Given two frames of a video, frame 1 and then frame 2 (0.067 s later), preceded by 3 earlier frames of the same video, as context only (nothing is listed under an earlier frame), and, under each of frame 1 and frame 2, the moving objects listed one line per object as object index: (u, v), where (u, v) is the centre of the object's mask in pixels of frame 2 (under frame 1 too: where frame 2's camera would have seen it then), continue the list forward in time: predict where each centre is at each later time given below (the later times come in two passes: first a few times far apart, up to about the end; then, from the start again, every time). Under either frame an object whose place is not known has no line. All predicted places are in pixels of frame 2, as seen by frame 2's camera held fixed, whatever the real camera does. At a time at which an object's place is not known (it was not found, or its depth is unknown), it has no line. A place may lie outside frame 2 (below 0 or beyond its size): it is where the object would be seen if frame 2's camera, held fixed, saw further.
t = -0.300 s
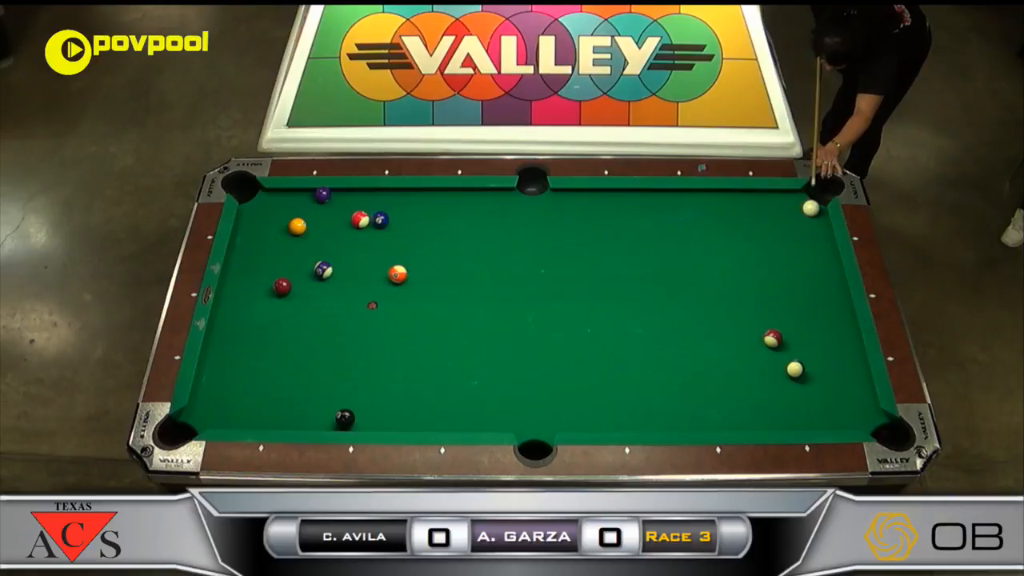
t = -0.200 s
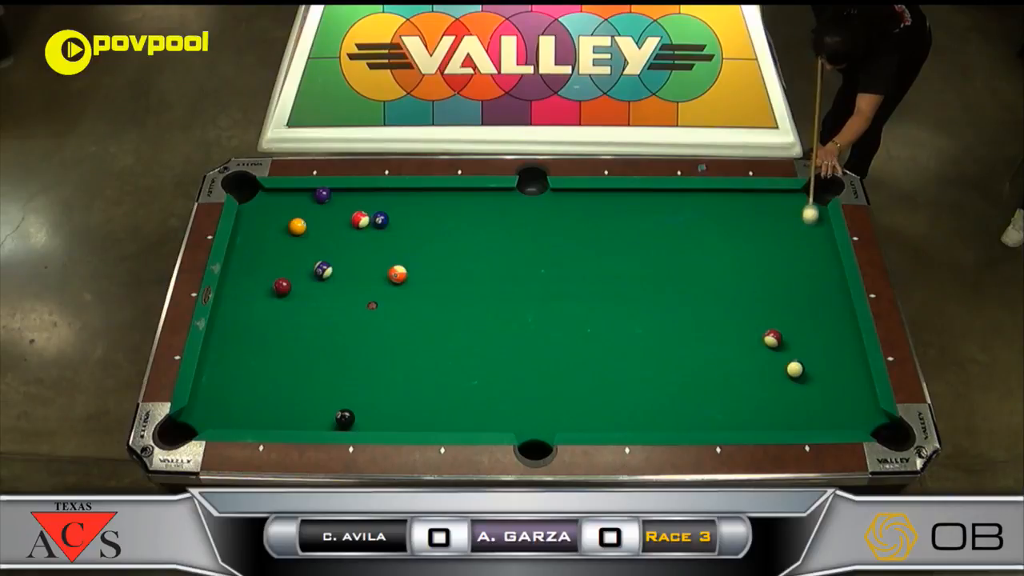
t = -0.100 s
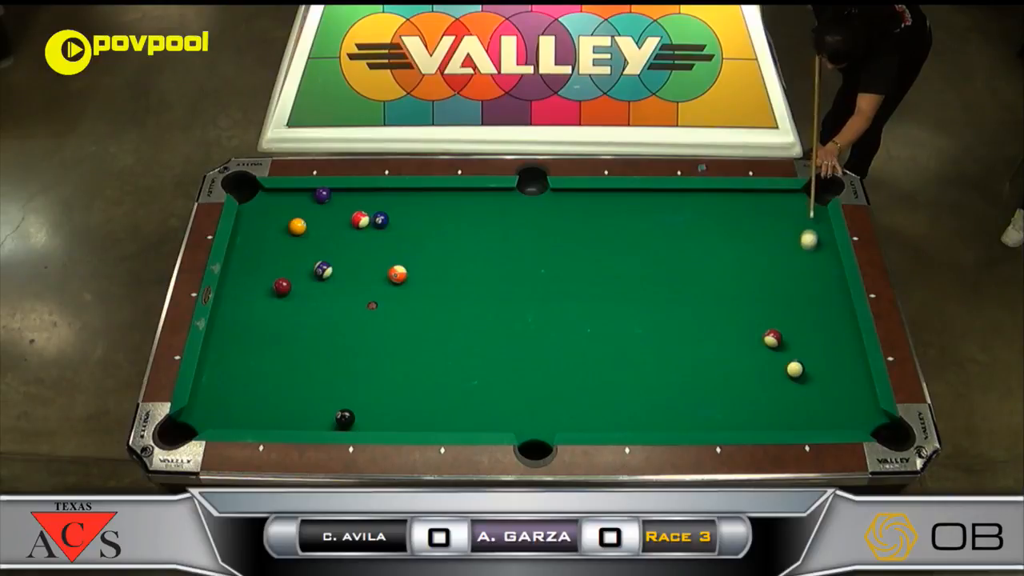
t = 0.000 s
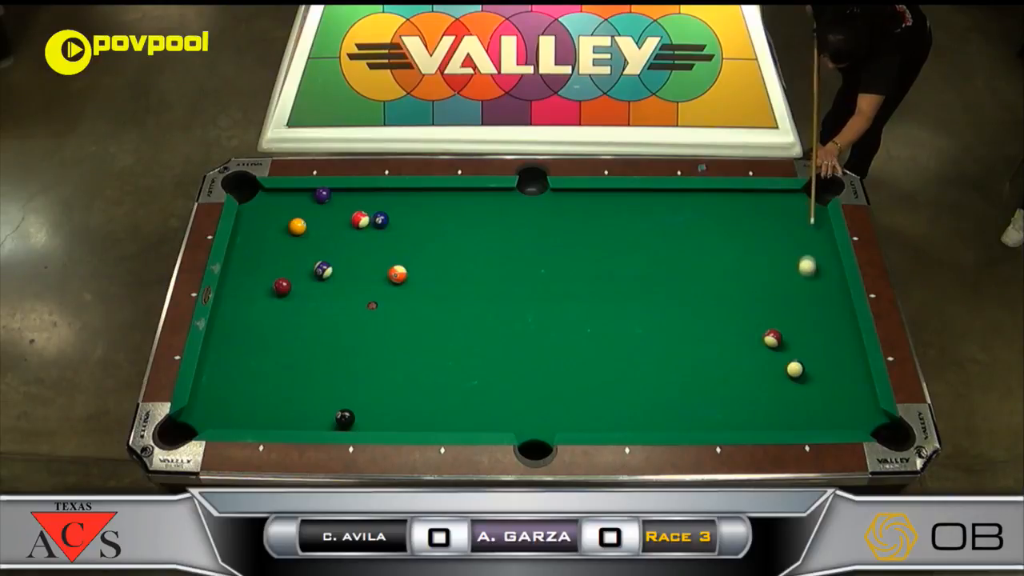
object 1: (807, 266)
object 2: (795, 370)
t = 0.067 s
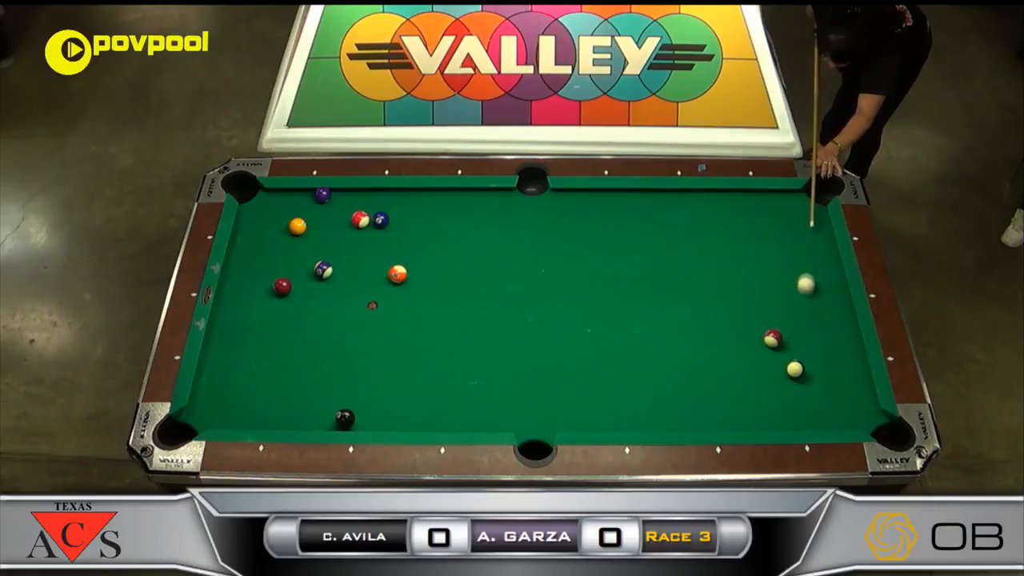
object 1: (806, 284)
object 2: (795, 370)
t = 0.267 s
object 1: (802, 341)
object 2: (795, 370)
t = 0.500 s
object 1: (812, 370)
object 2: (780, 410)
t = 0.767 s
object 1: (825, 395)
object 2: (760, 408)
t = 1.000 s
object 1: (836, 416)
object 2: (744, 386)
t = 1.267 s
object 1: (841, 415)
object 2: (728, 365)
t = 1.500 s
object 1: (841, 404)
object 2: (715, 347)
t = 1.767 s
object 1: (840, 393)
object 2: (701, 329)
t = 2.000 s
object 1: (840, 385)
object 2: (690, 315)
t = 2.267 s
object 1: (839, 378)
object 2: (678, 302)
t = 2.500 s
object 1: (838, 373)
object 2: (668, 290)
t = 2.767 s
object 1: (838, 370)
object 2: (659, 280)
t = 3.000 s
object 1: (838, 368)
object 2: (650, 270)
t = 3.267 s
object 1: (839, 367)
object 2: (644, 262)
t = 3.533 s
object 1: (839, 367)
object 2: (637, 254)
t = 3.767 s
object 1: (839, 367)
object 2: (632, 250)
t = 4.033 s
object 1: (839, 367)
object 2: (628, 246)
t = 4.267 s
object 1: (839, 367)
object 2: (626, 243)
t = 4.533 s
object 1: (839, 367)
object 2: (624, 241)
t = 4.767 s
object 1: (839, 367)
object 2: (623, 240)
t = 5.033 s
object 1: (839, 367)
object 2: (622, 240)
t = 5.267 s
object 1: (839, 367)
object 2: (622, 240)
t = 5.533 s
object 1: (839, 367)
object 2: (622, 240)
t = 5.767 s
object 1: (839, 367)
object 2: (622, 240)
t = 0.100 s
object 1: (805, 293)
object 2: (795, 370)
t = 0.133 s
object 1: (805, 302)
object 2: (795, 370)
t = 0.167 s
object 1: (804, 312)
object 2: (795, 370)
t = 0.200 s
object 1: (803, 321)
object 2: (795, 370)
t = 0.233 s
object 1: (802, 331)
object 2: (795, 370)
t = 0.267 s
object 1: (802, 341)
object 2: (795, 370)
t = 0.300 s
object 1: (801, 350)
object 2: (795, 370)
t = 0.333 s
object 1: (802, 356)
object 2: (793, 375)
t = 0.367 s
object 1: (804, 358)
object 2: (790, 383)
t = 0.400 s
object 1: (806, 360)
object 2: (786, 391)
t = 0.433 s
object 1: (808, 364)
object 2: (782, 399)
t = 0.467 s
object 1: (810, 367)
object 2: (780, 406)
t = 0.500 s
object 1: (812, 370)
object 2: (780, 410)
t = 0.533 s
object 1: (813, 373)
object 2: (778, 417)
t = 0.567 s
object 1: (815, 376)
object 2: (774, 423)
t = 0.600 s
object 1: (817, 380)
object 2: (771, 423)
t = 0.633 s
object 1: (818, 383)
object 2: (769, 421)
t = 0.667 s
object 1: (820, 386)
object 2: (768, 419)
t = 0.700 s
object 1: (822, 389)
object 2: (765, 414)
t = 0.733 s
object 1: (824, 392)
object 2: (762, 410)
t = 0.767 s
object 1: (825, 395)
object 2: (760, 408)
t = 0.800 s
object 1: (827, 399)
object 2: (758, 404)
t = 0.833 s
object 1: (828, 402)
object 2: (756, 402)
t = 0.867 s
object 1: (830, 404)
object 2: (754, 400)
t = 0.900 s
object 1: (832, 407)
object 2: (752, 396)
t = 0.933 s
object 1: (833, 410)
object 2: (749, 392)
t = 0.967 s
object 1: (835, 413)
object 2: (747, 389)
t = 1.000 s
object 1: (836, 416)
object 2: (744, 386)
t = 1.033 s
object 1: (838, 419)
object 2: (742, 384)
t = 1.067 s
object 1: (839, 421)
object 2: (741, 382)
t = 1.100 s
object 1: (840, 422)
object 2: (739, 379)
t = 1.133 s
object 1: (841, 420)
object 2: (737, 375)
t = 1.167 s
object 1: (841, 420)
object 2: (735, 372)
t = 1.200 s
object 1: (841, 418)
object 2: (732, 369)
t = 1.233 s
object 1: (841, 417)
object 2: (730, 367)
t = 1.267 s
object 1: (841, 415)
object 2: (728, 365)
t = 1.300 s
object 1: (841, 413)
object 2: (726, 363)
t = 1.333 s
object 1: (841, 412)
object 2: (725, 361)
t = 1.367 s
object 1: (841, 410)
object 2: (723, 358)
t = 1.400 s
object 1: (841, 408)
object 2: (721, 354)
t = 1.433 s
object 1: (841, 407)
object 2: (719, 352)
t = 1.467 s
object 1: (841, 405)
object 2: (717, 349)
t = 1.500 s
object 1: (841, 404)
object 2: (715, 347)
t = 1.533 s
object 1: (841, 402)
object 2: (713, 345)
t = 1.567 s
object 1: (841, 401)
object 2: (711, 343)
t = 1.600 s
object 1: (840, 400)
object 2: (709, 341)
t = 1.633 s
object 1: (841, 398)
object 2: (708, 339)
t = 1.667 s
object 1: (840, 397)
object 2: (706, 336)
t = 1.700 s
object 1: (840, 396)
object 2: (704, 333)
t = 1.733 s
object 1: (840, 394)
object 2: (703, 331)
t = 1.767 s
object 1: (840, 393)
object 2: (701, 329)
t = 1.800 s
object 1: (840, 392)
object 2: (699, 327)
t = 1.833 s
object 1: (840, 391)
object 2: (697, 326)
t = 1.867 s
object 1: (840, 390)
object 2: (696, 324)
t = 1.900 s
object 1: (840, 388)
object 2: (695, 322)
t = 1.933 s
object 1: (840, 387)
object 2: (693, 320)
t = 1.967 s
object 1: (840, 386)
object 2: (692, 318)
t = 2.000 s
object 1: (840, 385)
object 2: (690, 315)
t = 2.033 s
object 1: (839, 384)
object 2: (688, 313)
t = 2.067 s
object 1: (839, 383)
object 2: (686, 311)
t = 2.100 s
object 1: (839, 382)
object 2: (684, 309)
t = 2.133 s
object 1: (839, 382)
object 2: (683, 308)
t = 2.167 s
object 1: (839, 381)
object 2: (682, 306)
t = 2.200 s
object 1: (839, 380)
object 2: (680, 305)
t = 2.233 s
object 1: (839, 379)
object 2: (679, 303)
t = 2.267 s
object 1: (839, 378)
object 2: (678, 302)
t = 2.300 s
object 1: (839, 377)
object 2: (676, 300)
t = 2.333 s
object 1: (839, 377)
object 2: (675, 298)
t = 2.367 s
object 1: (839, 376)
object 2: (674, 296)
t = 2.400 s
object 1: (839, 375)
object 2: (673, 294)
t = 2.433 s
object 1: (839, 375)
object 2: (671, 293)
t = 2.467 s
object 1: (838, 374)
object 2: (669, 291)
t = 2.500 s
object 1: (838, 373)
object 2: (668, 290)
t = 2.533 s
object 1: (838, 373)
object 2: (666, 288)
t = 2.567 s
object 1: (838, 372)
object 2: (665, 287)
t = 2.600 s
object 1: (838, 372)
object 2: (664, 286)
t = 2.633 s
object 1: (838, 371)
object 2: (663, 285)
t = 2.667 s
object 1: (838, 371)
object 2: (662, 284)
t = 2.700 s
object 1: (838, 370)
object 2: (661, 283)
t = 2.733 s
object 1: (838, 370)
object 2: (660, 281)
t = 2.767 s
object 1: (838, 370)
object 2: (659, 280)
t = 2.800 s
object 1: (838, 369)
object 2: (657, 277)
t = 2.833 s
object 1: (838, 369)
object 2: (656, 276)
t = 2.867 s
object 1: (838, 369)
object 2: (655, 274)
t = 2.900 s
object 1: (838, 368)
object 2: (653, 273)
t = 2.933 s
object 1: (838, 368)
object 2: (652, 272)
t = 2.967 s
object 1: (838, 368)
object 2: (651, 271)
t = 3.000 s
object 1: (838, 368)
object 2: (650, 270)
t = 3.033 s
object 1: (838, 367)
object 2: (650, 269)
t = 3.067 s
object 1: (839, 367)
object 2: (649, 268)
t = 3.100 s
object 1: (839, 367)
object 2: (647, 267)
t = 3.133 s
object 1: (839, 367)
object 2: (647, 266)
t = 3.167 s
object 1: (839, 367)
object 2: (646, 265)
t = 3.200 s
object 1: (839, 367)
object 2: (646, 264)
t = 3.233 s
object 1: (839, 367)
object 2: (645, 263)
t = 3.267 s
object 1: (839, 367)
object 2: (644, 262)
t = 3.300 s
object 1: (839, 367)
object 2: (643, 261)
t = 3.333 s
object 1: (839, 367)
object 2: (642, 259)
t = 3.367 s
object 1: (839, 367)
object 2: (641, 258)
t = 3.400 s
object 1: (839, 367)
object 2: (640, 258)
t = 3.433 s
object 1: (839, 367)
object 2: (639, 256)
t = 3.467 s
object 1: (839, 367)
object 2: (638, 256)
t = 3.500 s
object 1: (839, 367)
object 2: (637, 255)
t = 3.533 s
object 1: (839, 367)
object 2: (637, 254)
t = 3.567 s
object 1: (839, 367)
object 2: (636, 254)
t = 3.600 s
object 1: (839, 367)
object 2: (635, 253)
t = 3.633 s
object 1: (839, 367)
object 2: (634, 252)
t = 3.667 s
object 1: (839, 367)
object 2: (634, 252)
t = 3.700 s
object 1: (839, 367)
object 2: (633, 252)
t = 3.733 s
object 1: (839, 367)
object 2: (633, 251)
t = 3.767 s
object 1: (839, 367)
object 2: (632, 250)
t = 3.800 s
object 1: (839, 367)
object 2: (631, 249)
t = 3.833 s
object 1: (839, 367)
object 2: (631, 249)
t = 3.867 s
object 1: (839, 367)
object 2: (630, 248)
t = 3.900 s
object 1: (839, 367)
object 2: (630, 248)
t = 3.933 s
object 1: (839, 367)
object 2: (630, 248)
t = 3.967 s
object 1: (839, 367)
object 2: (629, 247)
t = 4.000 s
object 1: (839, 367)
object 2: (629, 246)
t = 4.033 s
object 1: (839, 367)
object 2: (628, 246)
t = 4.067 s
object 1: (839, 367)
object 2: (628, 246)
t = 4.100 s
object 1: (839, 367)
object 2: (628, 245)
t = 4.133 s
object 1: (839, 367)
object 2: (627, 245)
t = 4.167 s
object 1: (839, 367)
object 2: (627, 244)
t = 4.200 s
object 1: (839, 367)
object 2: (627, 243)
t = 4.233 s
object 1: (839, 367)
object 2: (626, 243)
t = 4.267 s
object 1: (839, 367)
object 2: (626, 243)
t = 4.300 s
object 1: (839, 367)
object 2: (626, 242)
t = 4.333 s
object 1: (839, 367)
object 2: (625, 242)
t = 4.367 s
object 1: (839, 367)
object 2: (625, 242)
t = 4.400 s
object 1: (839, 367)
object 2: (625, 241)
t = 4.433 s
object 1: (839, 367)
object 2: (624, 241)
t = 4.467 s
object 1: (839, 367)
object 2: (624, 241)
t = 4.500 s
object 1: (839, 367)
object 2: (624, 241)
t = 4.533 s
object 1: (839, 367)
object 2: (624, 241)
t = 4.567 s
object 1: (839, 367)
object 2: (624, 240)
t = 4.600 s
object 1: (839, 367)
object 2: (623, 240)
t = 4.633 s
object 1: (839, 367)
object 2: (623, 240)
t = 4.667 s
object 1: (839, 367)
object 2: (623, 240)
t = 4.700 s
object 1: (839, 367)
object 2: (623, 240)
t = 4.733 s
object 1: (838, 367)
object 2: (623, 240)
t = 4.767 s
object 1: (839, 367)
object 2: (623, 240)
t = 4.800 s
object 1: (839, 367)
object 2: (622, 240)
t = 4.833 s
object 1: (839, 367)
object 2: (622, 240)
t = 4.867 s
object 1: (839, 367)
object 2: (622, 240)
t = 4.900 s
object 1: (839, 367)
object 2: (622, 240)
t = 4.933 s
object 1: (839, 367)
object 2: (622, 240)
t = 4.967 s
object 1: (839, 367)
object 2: (622, 240)
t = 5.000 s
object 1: (839, 367)
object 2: (622, 240)
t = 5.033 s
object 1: (839, 367)
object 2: (622, 240)
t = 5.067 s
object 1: (839, 367)
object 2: (622, 240)
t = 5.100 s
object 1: (839, 367)
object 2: (622, 240)
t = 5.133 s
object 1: (839, 367)
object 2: (622, 240)
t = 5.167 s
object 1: (839, 367)
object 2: (622, 240)
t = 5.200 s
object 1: (839, 367)
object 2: (622, 240)
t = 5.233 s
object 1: (838, 367)
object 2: (622, 240)
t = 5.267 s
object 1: (839, 367)
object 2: (622, 240)
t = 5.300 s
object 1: (839, 367)
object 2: (622, 240)
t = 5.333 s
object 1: (839, 367)
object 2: (622, 240)
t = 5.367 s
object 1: (839, 367)
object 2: (622, 240)
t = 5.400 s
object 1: (839, 367)
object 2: (622, 240)
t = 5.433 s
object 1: (839, 367)
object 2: (622, 240)
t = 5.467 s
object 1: (839, 367)
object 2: (622, 240)
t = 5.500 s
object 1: (839, 367)
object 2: (622, 240)
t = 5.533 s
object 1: (839, 367)
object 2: (622, 240)
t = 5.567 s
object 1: (839, 367)
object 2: (622, 240)
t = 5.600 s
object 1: (839, 367)
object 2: (622, 240)
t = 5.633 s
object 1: (839, 367)
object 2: (622, 240)
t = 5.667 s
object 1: (839, 367)
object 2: (622, 240)
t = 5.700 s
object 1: (839, 367)
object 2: (622, 240)
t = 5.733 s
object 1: (839, 367)
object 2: (622, 240)
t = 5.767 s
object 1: (839, 367)
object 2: (622, 240)
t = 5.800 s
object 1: (839, 367)
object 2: (622, 240)
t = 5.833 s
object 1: (839, 367)
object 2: (622, 240)
